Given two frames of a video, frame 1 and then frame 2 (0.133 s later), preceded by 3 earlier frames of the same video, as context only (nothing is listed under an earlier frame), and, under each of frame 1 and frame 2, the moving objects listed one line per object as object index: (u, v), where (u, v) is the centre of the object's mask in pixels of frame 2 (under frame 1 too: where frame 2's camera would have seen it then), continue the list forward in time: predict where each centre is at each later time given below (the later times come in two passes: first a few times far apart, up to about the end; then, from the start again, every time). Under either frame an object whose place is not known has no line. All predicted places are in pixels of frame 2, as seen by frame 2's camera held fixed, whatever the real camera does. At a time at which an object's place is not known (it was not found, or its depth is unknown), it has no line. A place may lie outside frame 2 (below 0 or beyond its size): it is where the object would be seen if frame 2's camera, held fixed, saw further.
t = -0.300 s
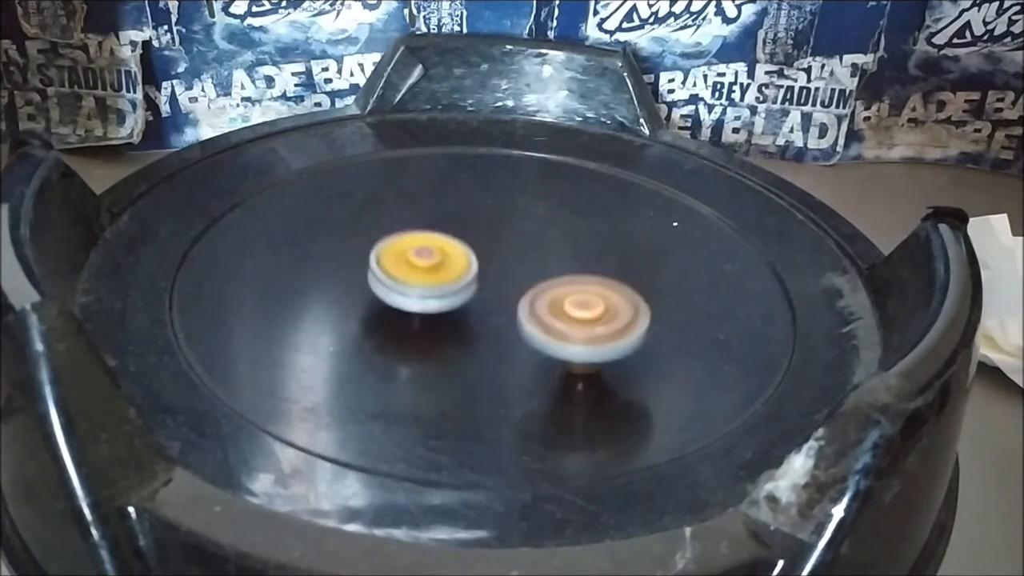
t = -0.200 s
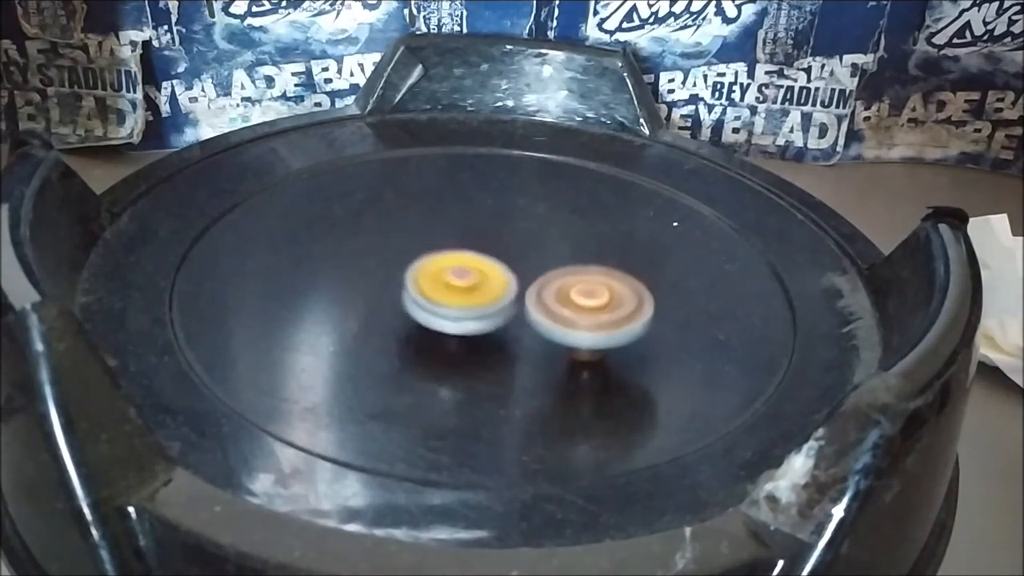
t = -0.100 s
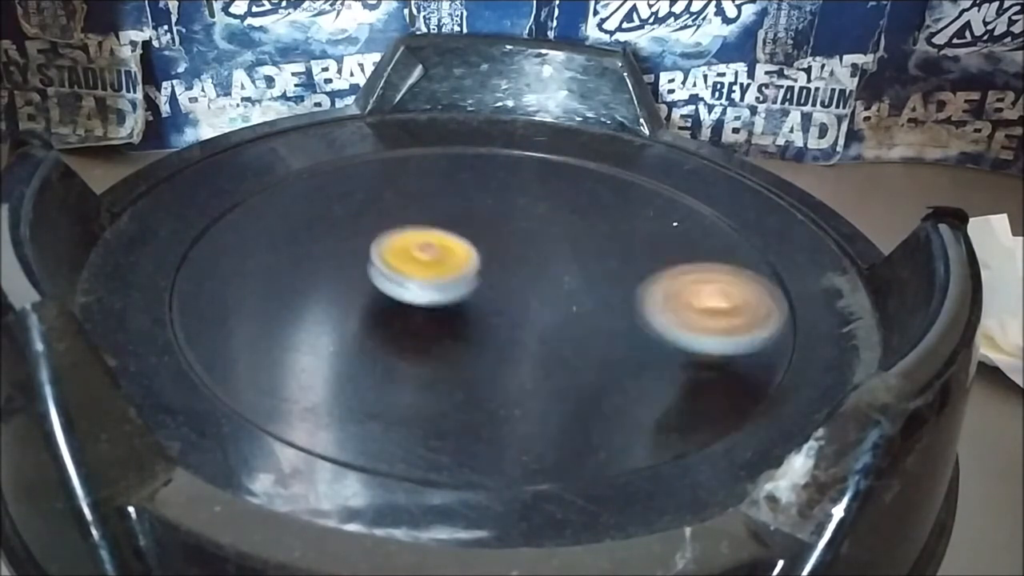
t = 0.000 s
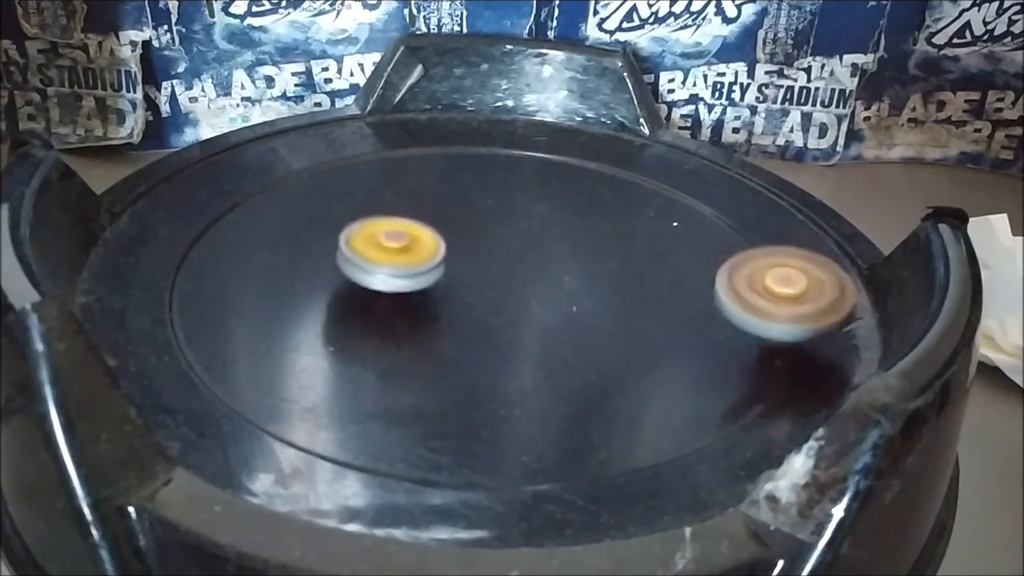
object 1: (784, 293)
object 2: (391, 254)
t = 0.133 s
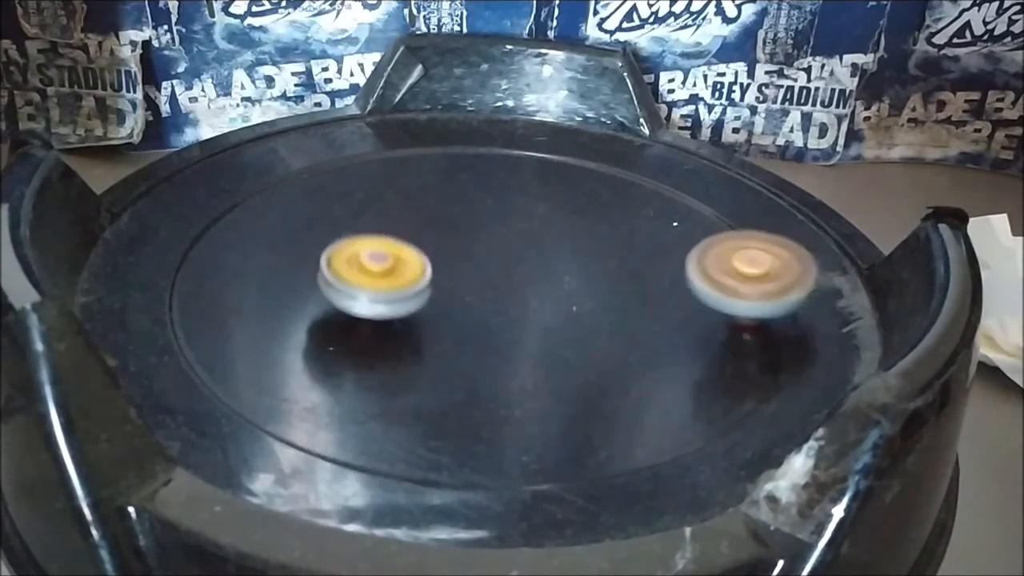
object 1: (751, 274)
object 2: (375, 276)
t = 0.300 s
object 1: (669, 257)
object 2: (448, 303)
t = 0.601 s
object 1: (596, 237)
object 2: (446, 248)
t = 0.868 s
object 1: (535, 241)
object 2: (392, 276)
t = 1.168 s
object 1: (504, 231)
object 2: (513, 305)
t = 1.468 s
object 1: (432, 218)
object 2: (570, 260)
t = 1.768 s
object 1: (379, 227)
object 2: (494, 241)
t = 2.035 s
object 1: (346, 244)
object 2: (509, 279)
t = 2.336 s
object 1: (394, 267)
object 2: (569, 281)
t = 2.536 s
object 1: (428, 270)
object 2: (548, 265)
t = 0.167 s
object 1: (737, 270)
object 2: (382, 285)
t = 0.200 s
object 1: (721, 266)
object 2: (393, 292)
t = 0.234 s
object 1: (704, 262)
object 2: (409, 299)
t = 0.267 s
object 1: (687, 259)
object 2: (428, 302)
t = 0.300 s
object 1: (669, 257)
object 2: (448, 303)
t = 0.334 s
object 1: (651, 255)
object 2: (467, 301)
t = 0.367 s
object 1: (633, 253)
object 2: (485, 296)
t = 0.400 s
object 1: (615, 252)
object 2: (499, 289)
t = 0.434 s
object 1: (607, 249)
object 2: (501, 281)
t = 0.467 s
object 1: (606, 246)
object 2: (495, 273)
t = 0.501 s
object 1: (610, 241)
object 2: (482, 265)
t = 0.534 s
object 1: (608, 240)
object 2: (471, 258)
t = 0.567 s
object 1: (602, 238)
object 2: (459, 252)
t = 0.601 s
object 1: (596, 237)
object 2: (446, 248)
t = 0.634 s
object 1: (588, 237)
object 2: (433, 245)
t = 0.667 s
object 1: (581, 237)
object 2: (421, 245)
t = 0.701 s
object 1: (573, 237)
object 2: (409, 246)
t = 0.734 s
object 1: (566, 237)
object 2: (400, 249)
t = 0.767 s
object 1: (558, 238)
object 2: (392, 254)
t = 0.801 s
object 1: (550, 239)
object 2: (388, 260)
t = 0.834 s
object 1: (543, 240)
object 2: (387, 268)
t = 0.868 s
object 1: (535, 241)
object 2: (392, 276)
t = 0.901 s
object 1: (528, 242)
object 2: (401, 284)
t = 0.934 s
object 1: (520, 243)
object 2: (414, 291)
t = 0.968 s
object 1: (514, 245)
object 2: (431, 296)
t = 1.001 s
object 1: (514, 242)
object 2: (440, 303)
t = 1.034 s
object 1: (518, 237)
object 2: (449, 309)
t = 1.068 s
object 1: (519, 234)
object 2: (463, 312)
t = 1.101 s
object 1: (516, 232)
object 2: (481, 312)
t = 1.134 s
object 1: (510, 231)
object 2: (499, 309)
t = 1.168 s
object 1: (504, 231)
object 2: (513, 305)
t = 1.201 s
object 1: (497, 228)
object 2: (526, 302)
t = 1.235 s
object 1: (491, 227)
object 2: (536, 298)
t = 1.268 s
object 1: (485, 227)
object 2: (544, 293)
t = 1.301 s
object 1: (478, 227)
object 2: (550, 286)
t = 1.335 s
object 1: (468, 225)
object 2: (556, 280)
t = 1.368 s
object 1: (455, 219)
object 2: (565, 277)
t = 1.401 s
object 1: (446, 217)
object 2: (570, 273)
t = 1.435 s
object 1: (439, 217)
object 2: (572, 267)
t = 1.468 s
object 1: (432, 218)
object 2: (570, 260)
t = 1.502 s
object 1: (425, 218)
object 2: (565, 254)
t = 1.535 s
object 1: (420, 219)
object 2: (558, 249)
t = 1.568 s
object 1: (415, 220)
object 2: (549, 244)
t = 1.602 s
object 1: (411, 221)
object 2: (537, 240)
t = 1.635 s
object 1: (407, 222)
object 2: (525, 238)
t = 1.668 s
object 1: (404, 224)
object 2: (512, 237)
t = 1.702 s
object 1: (391, 224)
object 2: (508, 237)
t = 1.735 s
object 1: (383, 225)
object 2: (502, 238)
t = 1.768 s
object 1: (379, 227)
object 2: (494, 241)
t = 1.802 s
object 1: (376, 229)
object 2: (486, 244)
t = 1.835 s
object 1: (362, 229)
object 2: (488, 249)
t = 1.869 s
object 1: (353, 231)
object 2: (492, 255)
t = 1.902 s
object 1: (348, 233)
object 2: (494, 260)
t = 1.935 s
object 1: (345, 235)
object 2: (497, 265)
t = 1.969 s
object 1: (344, 238)
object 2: (500, 270)
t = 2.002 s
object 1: (344, 241)
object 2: (504, 275)
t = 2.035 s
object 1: (346, 244)
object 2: (509, 279)
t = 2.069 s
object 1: (348, 247)
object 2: (516, 283)
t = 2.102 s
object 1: (351, 250)
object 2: (524, 285)
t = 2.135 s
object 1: (355, 253)
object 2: (531, 287)
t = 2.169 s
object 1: (360, 256)
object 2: (540, 288)
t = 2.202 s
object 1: (367, 259)
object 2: (547, 287)
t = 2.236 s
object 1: (373, 261)
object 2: (554, 287)
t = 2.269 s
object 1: (380, 264)
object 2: (561, 285)
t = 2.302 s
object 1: (387, 265)
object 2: (566, 283)
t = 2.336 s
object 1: (394, 267)
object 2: (569, 281)
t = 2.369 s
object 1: (399, 268)
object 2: (570, 278)
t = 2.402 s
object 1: (405, 269)
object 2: (570, 275)
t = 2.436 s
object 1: (410, 269)
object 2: (567, 272)
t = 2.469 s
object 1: (416, 269)
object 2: (562, 269)
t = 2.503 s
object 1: (422, 269)
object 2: (556, 267)
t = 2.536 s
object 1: (428, 270)
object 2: (548, 265)
